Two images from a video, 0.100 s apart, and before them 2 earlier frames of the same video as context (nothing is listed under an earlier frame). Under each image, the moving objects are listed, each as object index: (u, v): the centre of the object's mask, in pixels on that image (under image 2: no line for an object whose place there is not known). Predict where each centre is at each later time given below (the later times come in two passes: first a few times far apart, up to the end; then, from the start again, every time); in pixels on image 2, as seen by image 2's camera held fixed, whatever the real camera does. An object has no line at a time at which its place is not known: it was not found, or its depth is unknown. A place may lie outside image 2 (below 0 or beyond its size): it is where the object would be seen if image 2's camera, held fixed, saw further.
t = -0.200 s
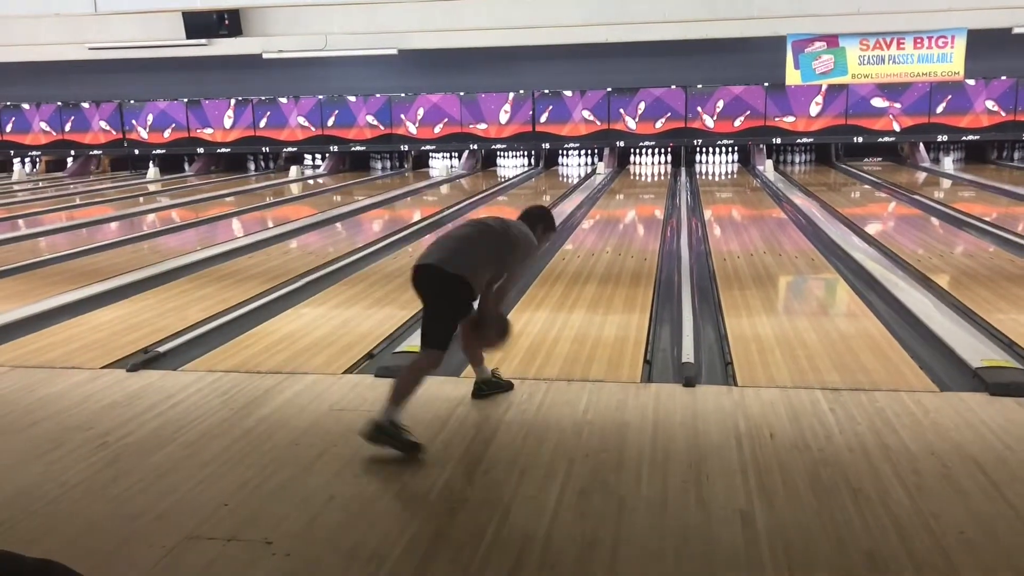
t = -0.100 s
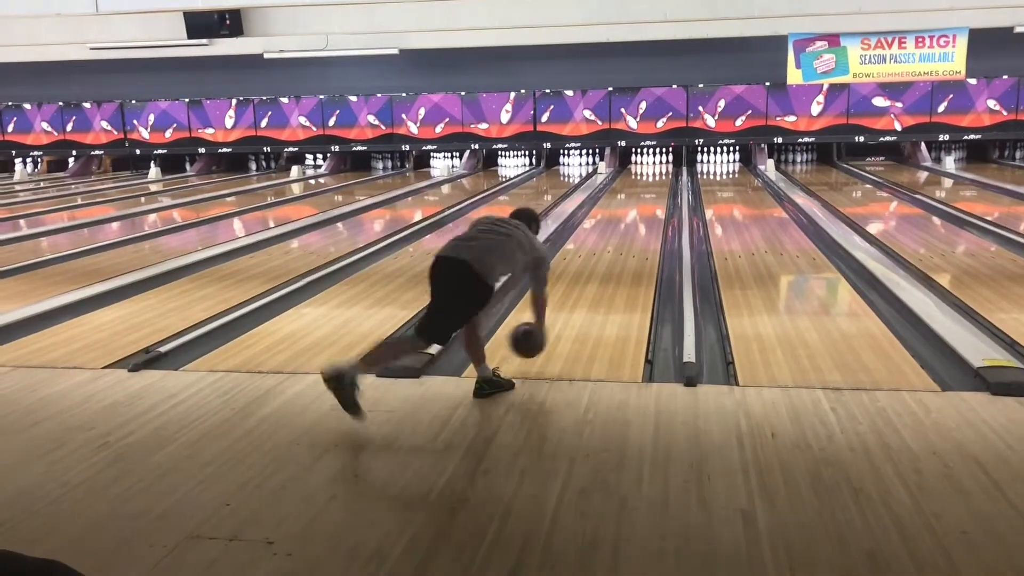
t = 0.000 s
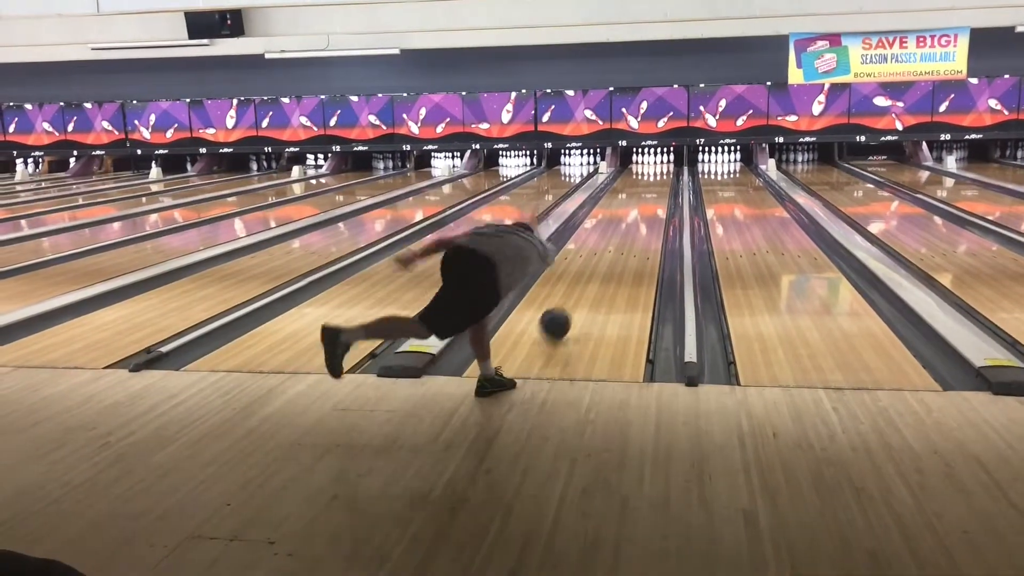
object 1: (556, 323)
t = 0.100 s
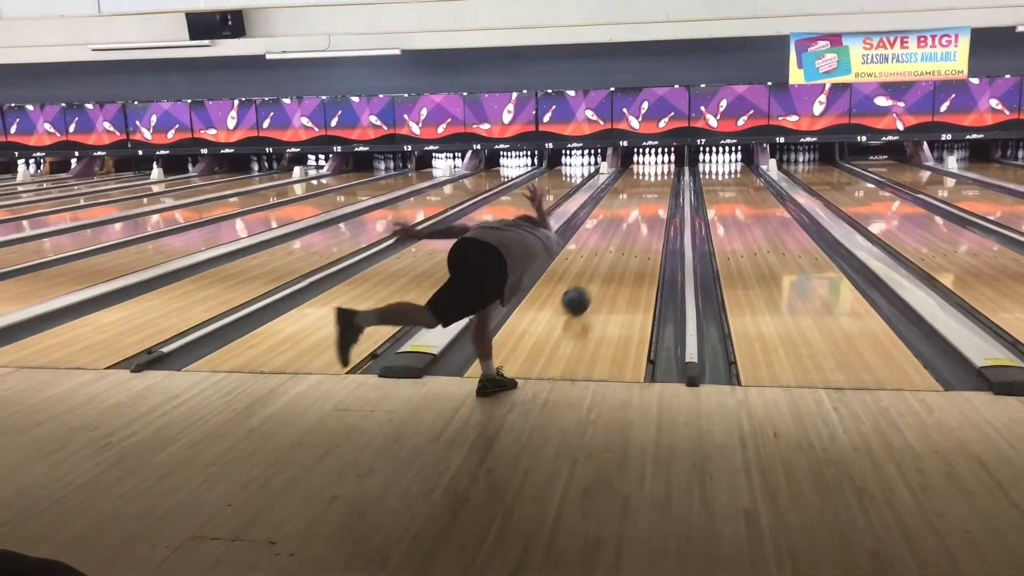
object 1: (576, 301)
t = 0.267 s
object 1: (601, 269)
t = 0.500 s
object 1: (625, 239)
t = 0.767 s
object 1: (643, 215)
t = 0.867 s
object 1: (648, 208)
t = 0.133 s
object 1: (582, 293)
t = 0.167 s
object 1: (587, 287)
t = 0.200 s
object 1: (592, 281)
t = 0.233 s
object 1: (596, 275)
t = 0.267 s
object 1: (601, 269)
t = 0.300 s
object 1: (605, 264)
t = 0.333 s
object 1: (609, 259)
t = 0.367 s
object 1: (613, 254)
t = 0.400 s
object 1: (616, 250)
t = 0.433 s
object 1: (619, 246)
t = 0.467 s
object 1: (622, 242)
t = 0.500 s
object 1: (625, 239)
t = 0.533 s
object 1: (628, 235)
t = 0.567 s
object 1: (630, 232)
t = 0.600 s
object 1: (633, 229)
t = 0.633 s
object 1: (635, 226)
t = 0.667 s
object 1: (637, 223)
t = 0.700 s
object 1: (639, 220)
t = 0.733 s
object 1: (642, 218)
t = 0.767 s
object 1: (643, 215)
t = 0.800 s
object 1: (645, 213)
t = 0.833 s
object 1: (647, 210)
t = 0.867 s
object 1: (648, 208)
